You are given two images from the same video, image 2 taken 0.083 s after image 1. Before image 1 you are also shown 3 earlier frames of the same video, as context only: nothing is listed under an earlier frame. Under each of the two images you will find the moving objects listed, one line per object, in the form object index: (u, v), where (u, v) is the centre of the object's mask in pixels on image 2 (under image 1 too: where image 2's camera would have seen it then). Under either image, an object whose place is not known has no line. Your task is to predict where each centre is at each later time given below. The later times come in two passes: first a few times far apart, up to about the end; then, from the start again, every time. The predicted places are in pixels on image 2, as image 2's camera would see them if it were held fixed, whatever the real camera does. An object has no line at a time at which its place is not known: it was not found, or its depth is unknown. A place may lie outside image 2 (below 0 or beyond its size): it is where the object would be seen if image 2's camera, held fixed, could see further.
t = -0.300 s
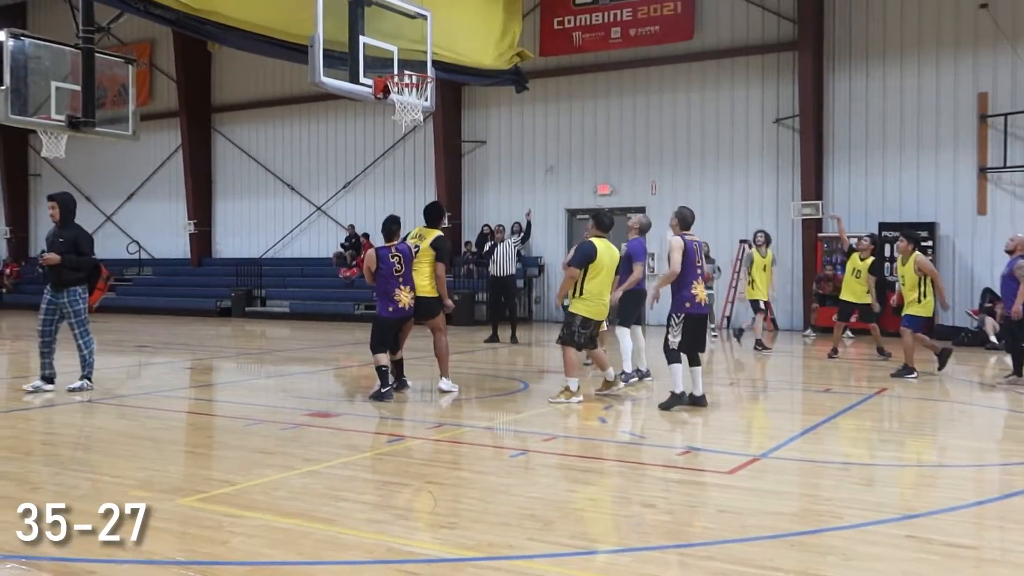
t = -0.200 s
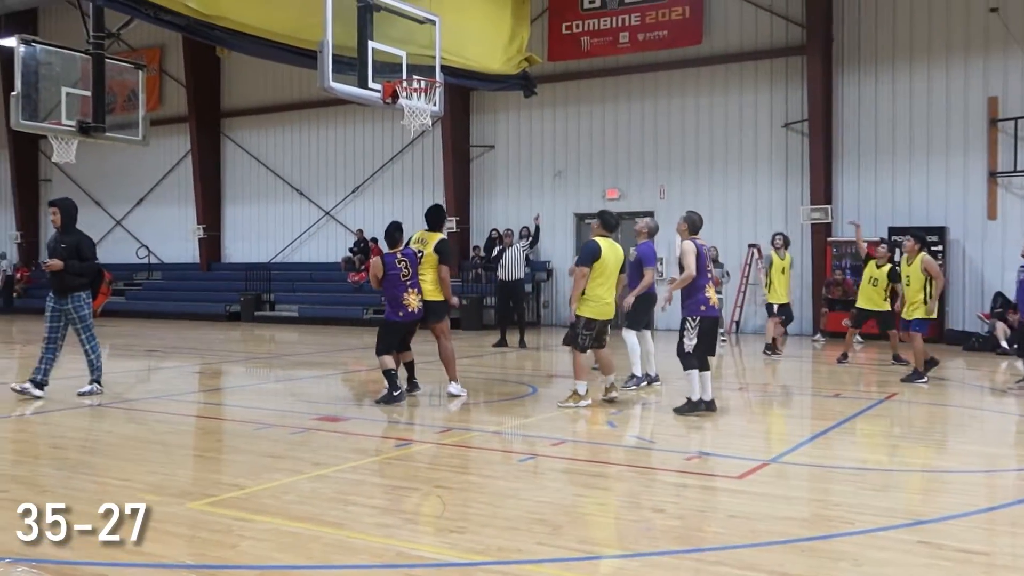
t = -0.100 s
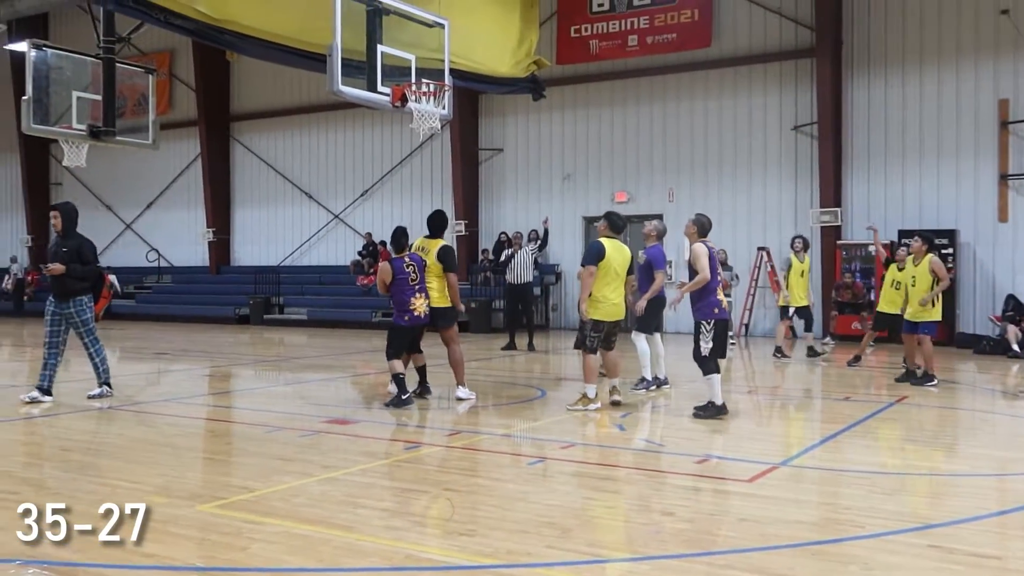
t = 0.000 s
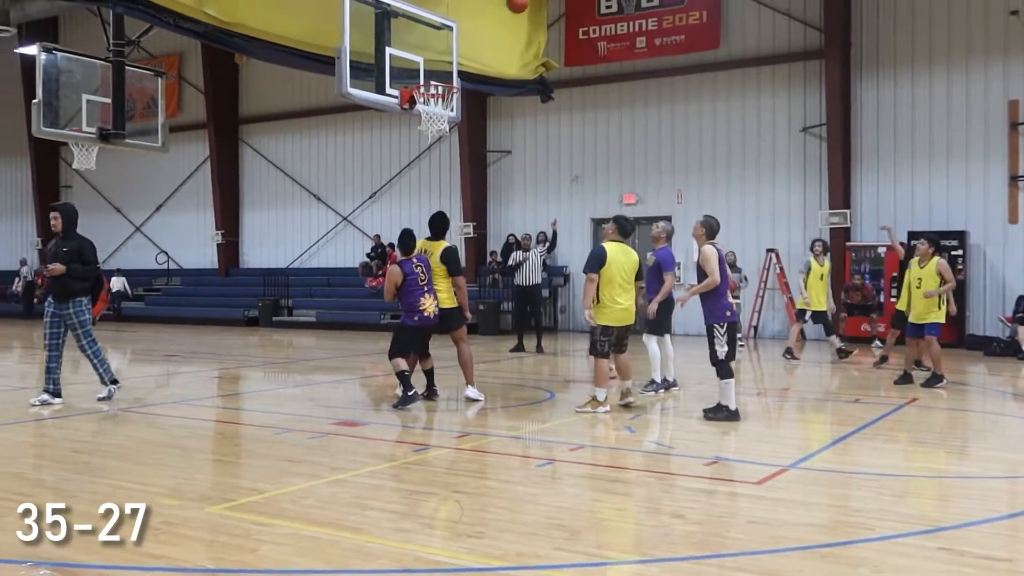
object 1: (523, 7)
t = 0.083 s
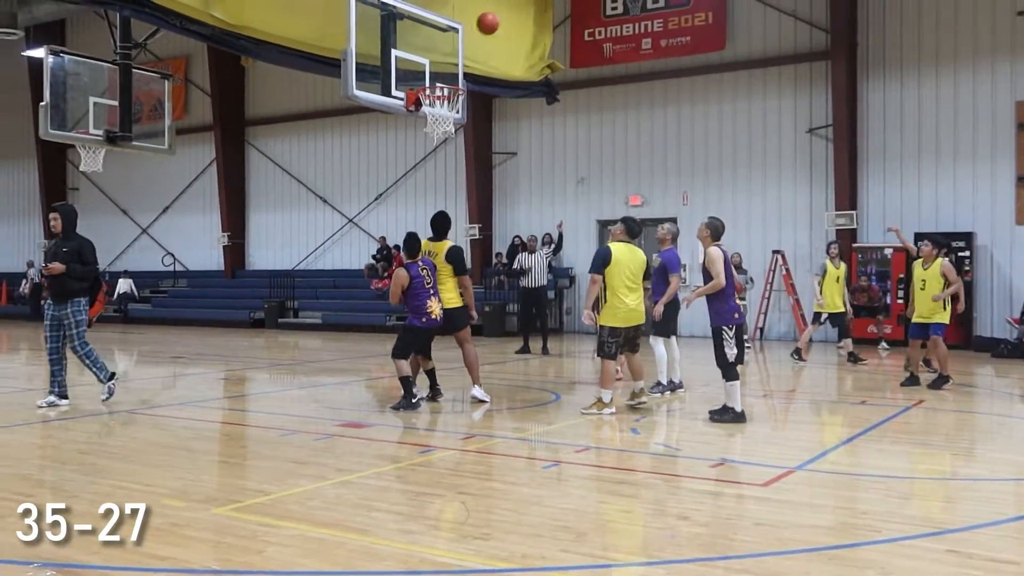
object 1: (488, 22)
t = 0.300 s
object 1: (414, 67)
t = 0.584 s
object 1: (399, 29)
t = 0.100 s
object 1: (481, 27)
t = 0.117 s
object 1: (474, 31)
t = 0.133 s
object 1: (466, 38)
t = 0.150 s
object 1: (459, 44)
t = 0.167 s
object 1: (451, 49)
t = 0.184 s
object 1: (444, 55)
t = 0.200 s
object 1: (437, 62)
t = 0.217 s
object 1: (428, 69)
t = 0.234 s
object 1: (421, 77)
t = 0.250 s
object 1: (416, 79)
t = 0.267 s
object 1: (415, 77)
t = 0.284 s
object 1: (414, 71)
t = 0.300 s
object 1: (414, 67)
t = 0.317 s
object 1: (413, 63)
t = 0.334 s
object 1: (412, 58)
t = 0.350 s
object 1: (411, 55)
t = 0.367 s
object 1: (410, 51)
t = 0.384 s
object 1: (409, 48)
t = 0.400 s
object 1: (409, 45)
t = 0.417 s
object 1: (408, 41)
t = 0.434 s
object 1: (407, 40)
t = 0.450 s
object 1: (407, 37)
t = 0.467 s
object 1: (405, 35)
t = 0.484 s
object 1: (404, 33)
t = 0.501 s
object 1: (403, 32)
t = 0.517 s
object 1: (403, 31)
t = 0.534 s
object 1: (402, 30)
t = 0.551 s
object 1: (401, 30)
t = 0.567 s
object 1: (400, 29)
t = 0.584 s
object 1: (399, 29)
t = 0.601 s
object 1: (398, 29)
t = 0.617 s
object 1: (397, 29)
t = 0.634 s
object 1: (396, 30)
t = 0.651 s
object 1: (396, 31)
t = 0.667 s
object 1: (395, 32)
